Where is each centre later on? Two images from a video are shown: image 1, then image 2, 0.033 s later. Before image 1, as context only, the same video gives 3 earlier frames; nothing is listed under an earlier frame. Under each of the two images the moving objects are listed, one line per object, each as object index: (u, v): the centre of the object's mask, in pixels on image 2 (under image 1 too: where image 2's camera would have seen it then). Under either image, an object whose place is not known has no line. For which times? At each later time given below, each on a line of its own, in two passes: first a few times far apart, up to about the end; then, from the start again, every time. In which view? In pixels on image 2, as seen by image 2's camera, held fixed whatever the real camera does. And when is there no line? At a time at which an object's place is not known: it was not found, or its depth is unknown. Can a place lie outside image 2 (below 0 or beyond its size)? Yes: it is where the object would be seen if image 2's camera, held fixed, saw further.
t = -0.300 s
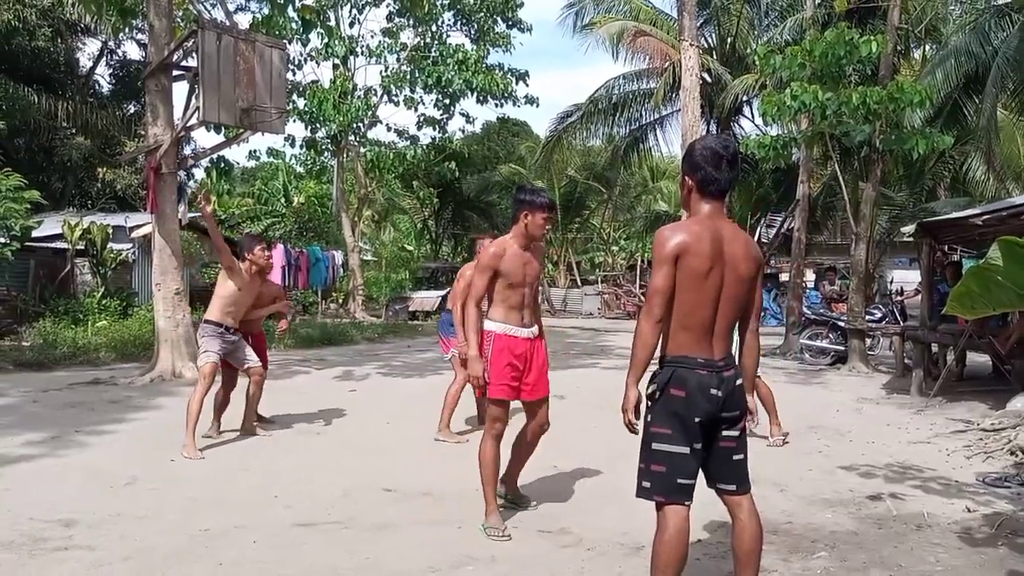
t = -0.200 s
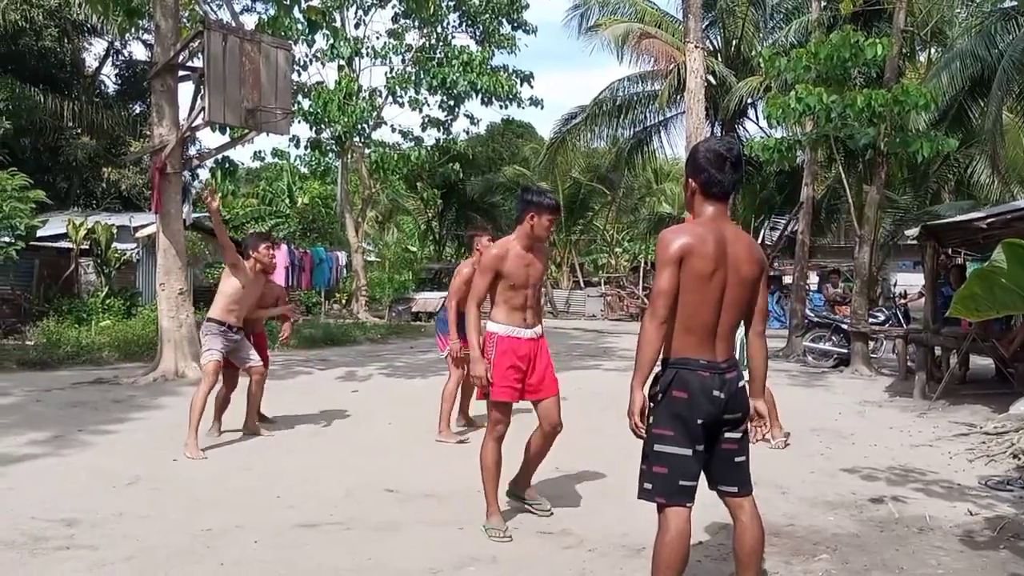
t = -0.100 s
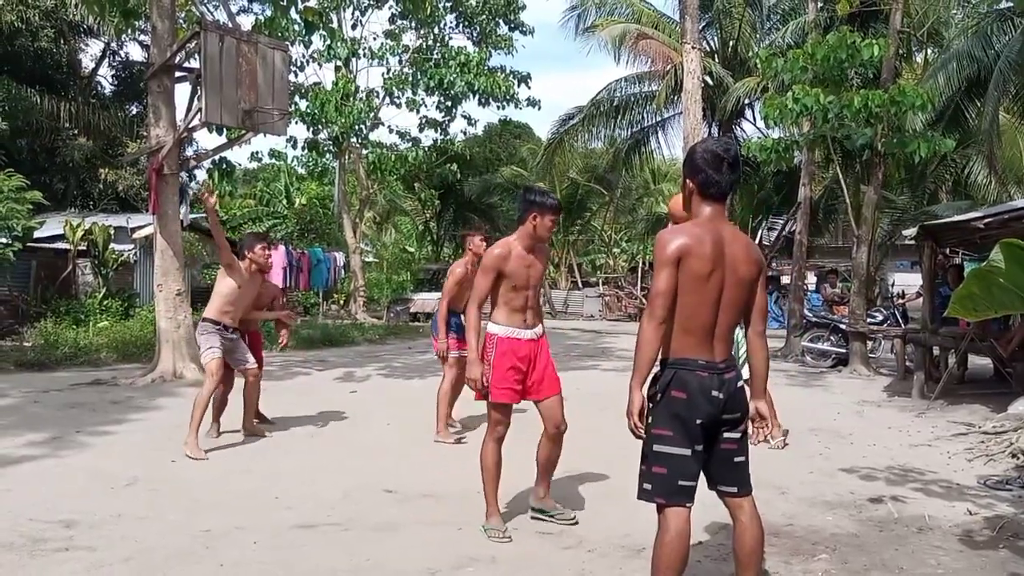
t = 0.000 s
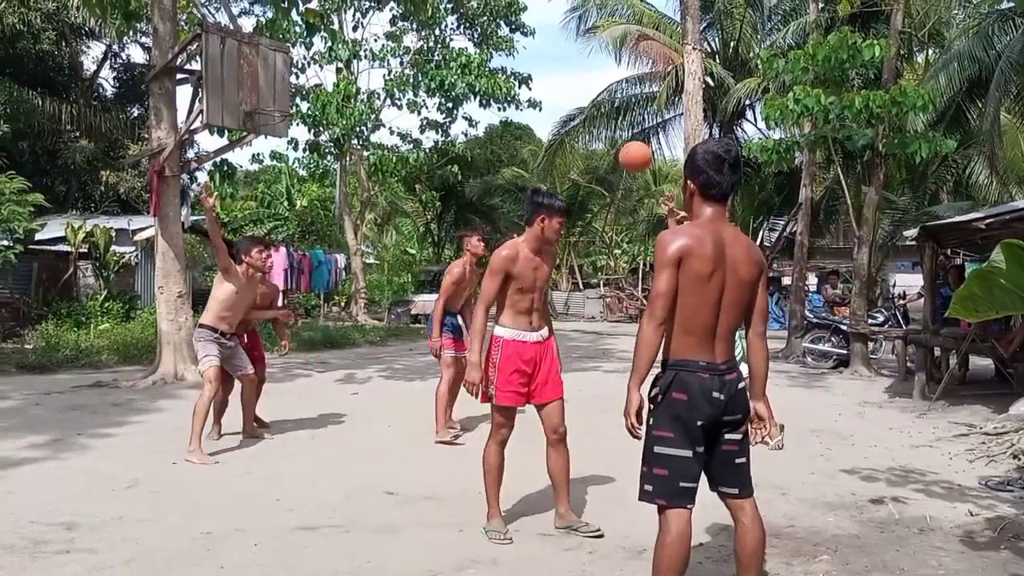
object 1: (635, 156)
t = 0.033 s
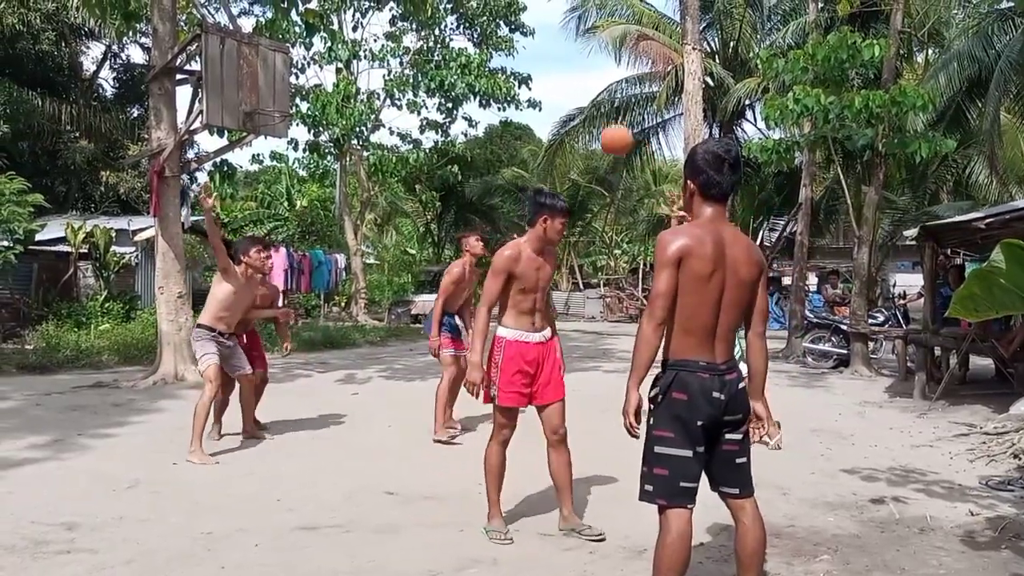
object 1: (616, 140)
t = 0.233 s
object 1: (495, 67)
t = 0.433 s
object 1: (361, 48)
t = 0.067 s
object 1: (596, 125)
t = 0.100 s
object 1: (578, 111)
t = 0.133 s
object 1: (559, 98)
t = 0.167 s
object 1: (538, 87)
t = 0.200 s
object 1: (517, 76)
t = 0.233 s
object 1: (495, 67)
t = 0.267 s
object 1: (475, 60)
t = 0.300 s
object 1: (452, 55)
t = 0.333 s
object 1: (429, 50)
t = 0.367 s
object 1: (406, 48)
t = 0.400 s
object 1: (384, 47)
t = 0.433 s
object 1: (361, 48)
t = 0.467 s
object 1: (337, 51)
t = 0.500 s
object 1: (311, 55)
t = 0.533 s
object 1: (285, 61)
